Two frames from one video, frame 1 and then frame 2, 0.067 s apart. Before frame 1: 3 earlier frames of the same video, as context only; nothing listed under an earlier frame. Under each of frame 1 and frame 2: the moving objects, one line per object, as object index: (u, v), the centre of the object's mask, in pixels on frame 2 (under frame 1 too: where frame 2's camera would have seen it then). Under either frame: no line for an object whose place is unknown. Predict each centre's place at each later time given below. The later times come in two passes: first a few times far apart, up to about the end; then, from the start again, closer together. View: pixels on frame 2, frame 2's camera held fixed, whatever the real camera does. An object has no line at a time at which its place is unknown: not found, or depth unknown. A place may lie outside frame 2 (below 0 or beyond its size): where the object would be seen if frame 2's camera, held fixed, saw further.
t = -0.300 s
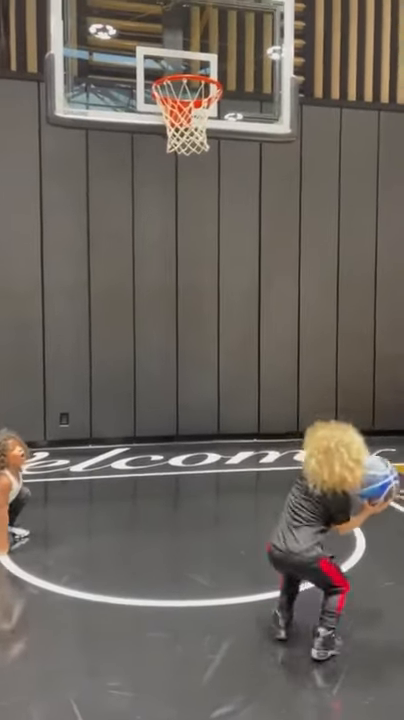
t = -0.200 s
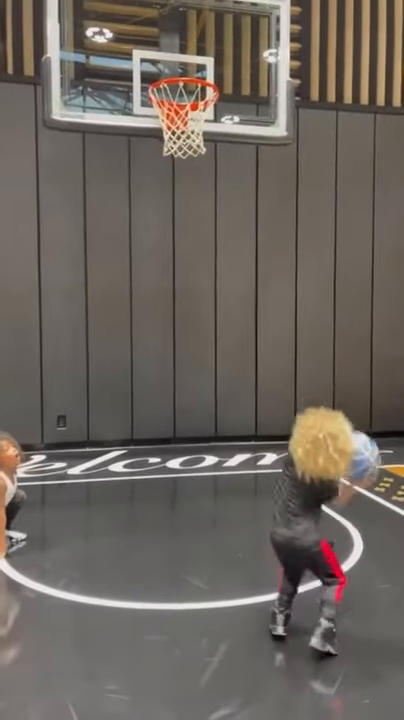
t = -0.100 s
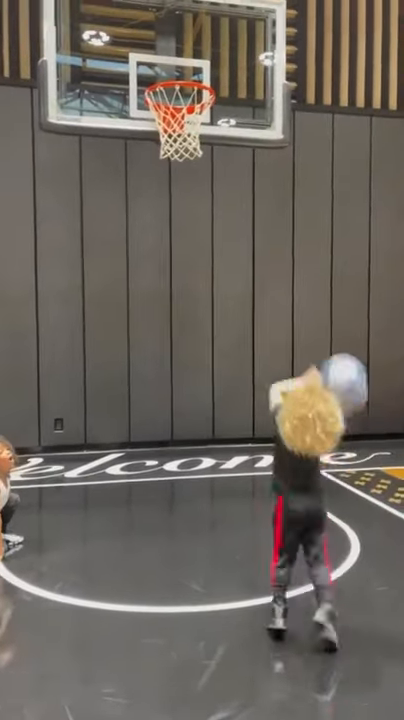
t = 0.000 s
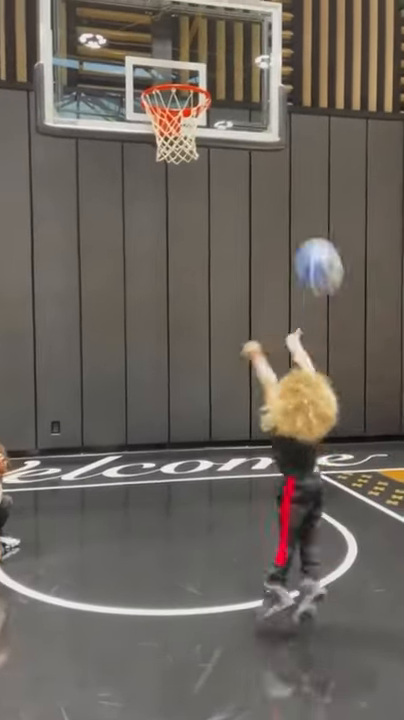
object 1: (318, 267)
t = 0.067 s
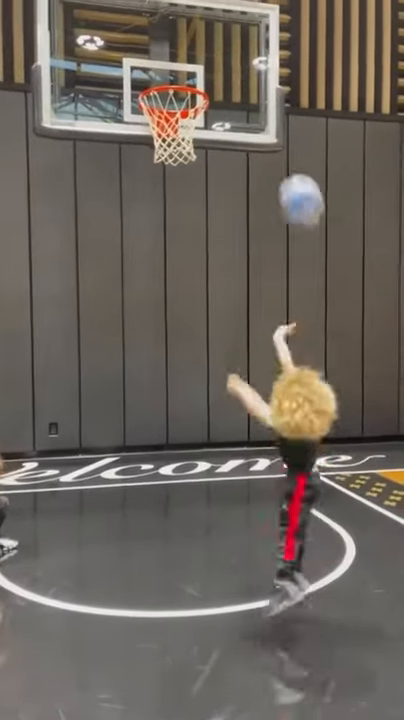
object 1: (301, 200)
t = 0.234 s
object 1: (262, 84)
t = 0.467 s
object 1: (220, 24)
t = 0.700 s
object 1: (182, 53)
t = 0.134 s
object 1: (286, 147)
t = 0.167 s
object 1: (279, 124)
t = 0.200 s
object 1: (270, 104)
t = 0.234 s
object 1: (262, 84)
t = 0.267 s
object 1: (256, 69)
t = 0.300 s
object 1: (249, 56)
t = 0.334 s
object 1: (243, 45)
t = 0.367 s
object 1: (236, 36)
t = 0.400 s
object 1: (231, 30)
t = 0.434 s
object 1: (225, 26)
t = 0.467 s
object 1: (220, 24)
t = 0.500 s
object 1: (214, 24)
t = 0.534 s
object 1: (209, 25)
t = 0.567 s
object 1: (203, 27)
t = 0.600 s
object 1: (197, 31)
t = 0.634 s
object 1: (192, 36)
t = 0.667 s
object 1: (186, 44)
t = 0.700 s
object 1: (182, 53)
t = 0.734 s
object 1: (177, 66)
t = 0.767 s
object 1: (174, 73)
